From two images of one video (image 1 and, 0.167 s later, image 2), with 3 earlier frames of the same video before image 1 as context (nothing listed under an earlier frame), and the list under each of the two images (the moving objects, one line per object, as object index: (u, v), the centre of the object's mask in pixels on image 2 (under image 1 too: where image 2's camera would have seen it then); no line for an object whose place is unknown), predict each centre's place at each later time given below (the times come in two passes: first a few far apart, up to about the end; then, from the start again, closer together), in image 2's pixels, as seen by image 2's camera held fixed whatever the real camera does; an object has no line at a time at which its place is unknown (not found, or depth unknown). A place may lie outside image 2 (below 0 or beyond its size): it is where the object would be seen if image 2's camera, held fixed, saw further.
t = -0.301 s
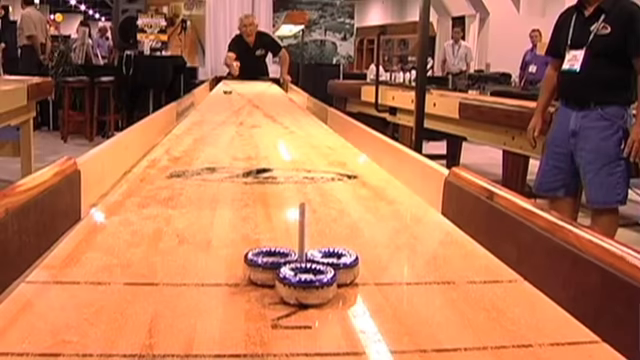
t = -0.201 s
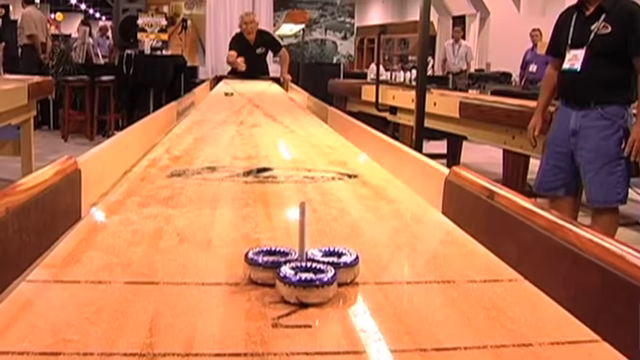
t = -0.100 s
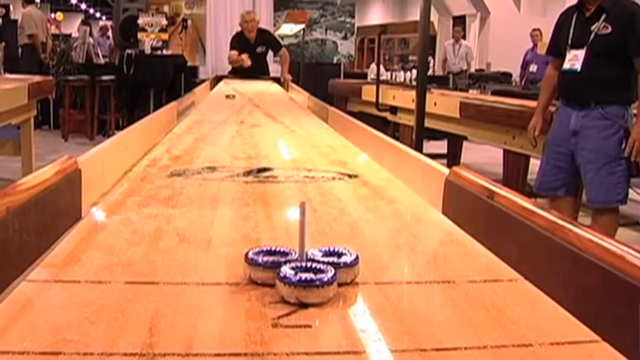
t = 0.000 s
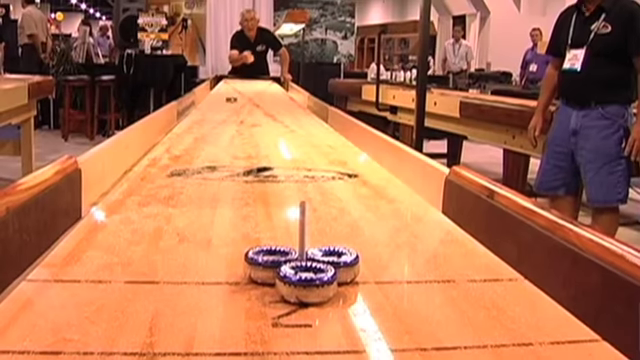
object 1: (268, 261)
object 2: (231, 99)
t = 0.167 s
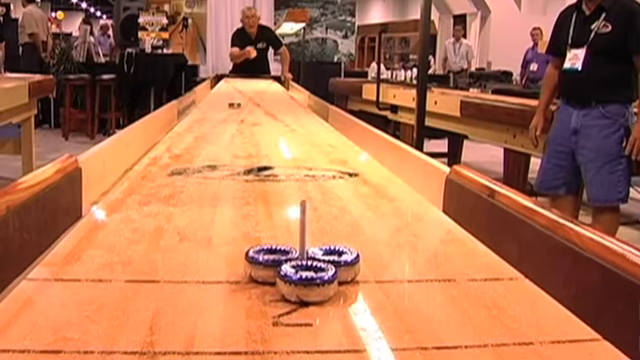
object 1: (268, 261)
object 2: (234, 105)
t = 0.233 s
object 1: (268, 261)
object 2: (235, 108)
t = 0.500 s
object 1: (267, 260)
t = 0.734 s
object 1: (267, 261)
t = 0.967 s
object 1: (267, 260)
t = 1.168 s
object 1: (17, 309)
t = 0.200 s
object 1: (268, 261)
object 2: (235, 106)
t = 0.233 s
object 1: (268, 261)
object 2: (235, 108)
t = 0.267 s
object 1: (268, 261)
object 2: (236, 110)
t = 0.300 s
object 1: (267, 261)
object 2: (237, 111)
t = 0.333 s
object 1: (267, 261)
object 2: (238, 114)
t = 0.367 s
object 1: (267, 260)
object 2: (239, 116)
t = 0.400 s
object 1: (267, 261)
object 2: (240, 119)
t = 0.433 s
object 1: (267, 261)
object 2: (241, 121)
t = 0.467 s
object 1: (267, 260)
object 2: (242, 123)
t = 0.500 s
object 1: (267, 260)
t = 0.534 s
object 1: (267, 260)
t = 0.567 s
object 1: (267, 260)
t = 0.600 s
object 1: (267, 260)
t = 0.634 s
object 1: (267, 260)
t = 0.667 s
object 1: (267, 261)
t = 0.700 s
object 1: (267, 261)
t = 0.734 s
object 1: (267, 261)
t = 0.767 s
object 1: (267, 261)
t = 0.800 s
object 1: (267, 261)
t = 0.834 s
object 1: (267, 261)
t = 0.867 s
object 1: (267, 261)
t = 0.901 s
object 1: (267, 261)
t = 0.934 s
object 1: (267, 261)
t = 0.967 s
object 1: (267, 260)
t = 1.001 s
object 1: (252, 269)
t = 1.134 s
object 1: (48, 307)
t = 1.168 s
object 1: (17, 309)
